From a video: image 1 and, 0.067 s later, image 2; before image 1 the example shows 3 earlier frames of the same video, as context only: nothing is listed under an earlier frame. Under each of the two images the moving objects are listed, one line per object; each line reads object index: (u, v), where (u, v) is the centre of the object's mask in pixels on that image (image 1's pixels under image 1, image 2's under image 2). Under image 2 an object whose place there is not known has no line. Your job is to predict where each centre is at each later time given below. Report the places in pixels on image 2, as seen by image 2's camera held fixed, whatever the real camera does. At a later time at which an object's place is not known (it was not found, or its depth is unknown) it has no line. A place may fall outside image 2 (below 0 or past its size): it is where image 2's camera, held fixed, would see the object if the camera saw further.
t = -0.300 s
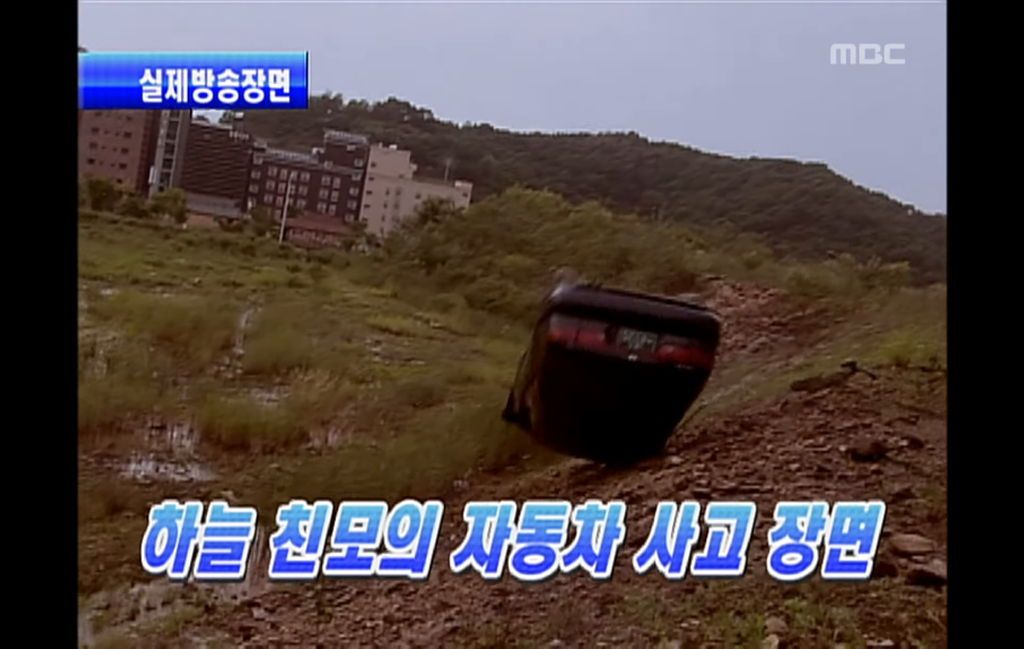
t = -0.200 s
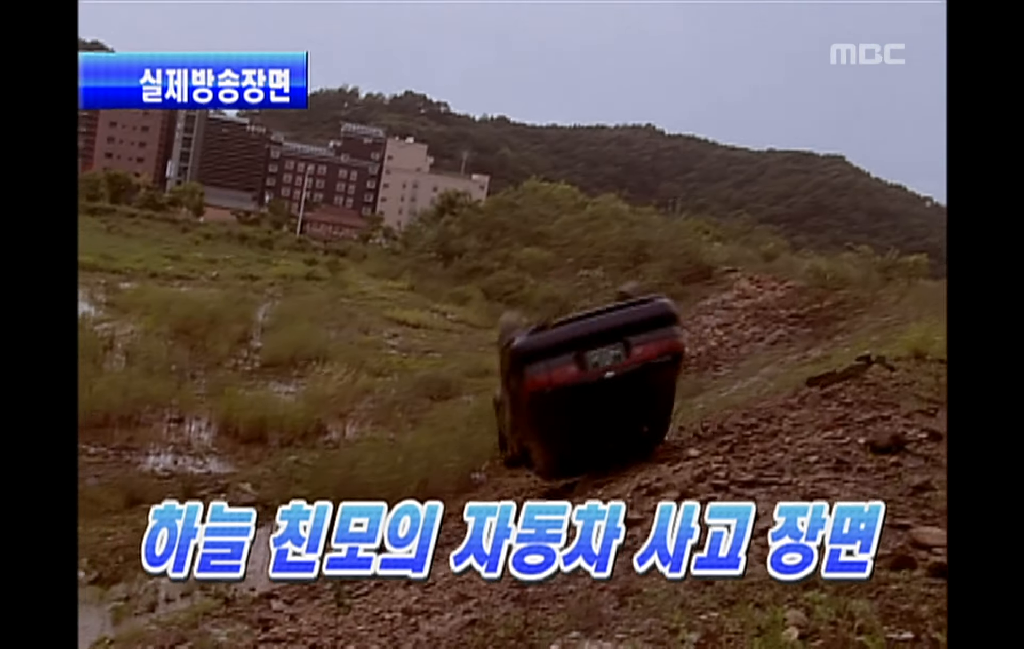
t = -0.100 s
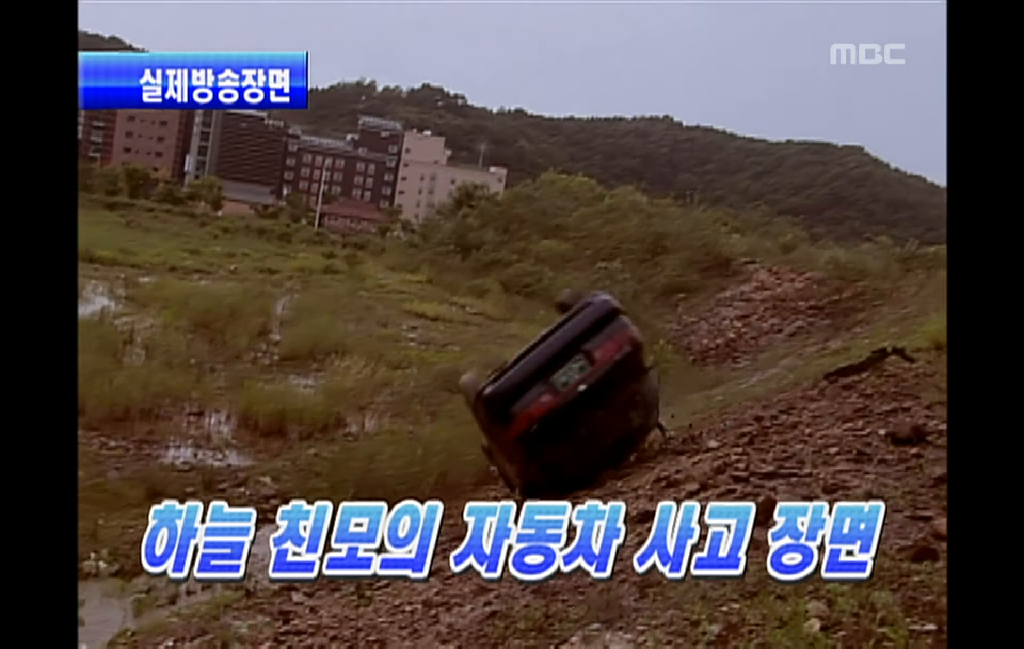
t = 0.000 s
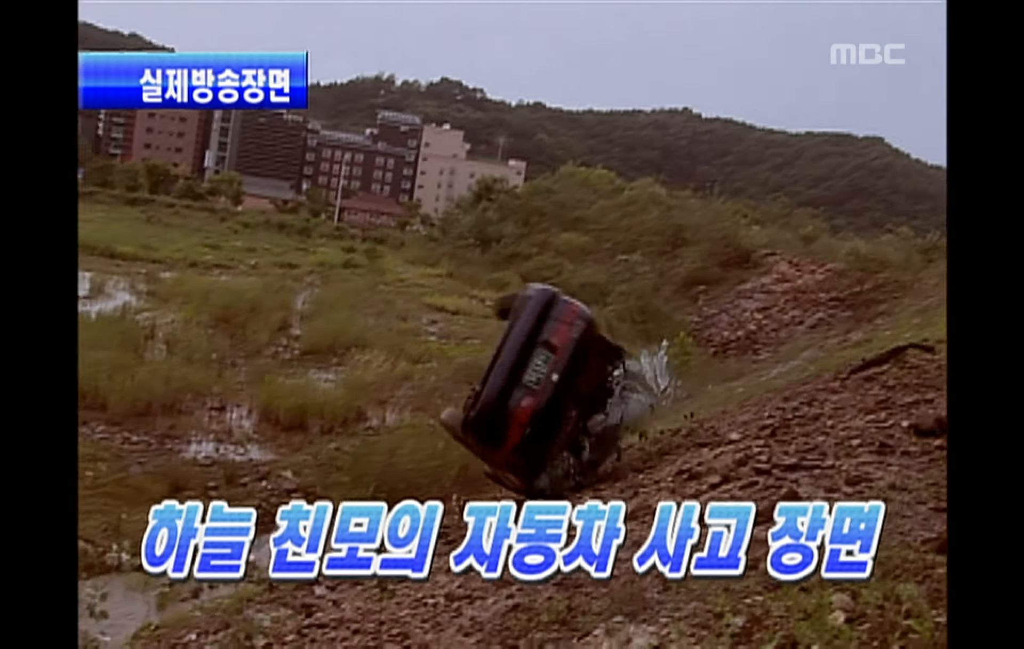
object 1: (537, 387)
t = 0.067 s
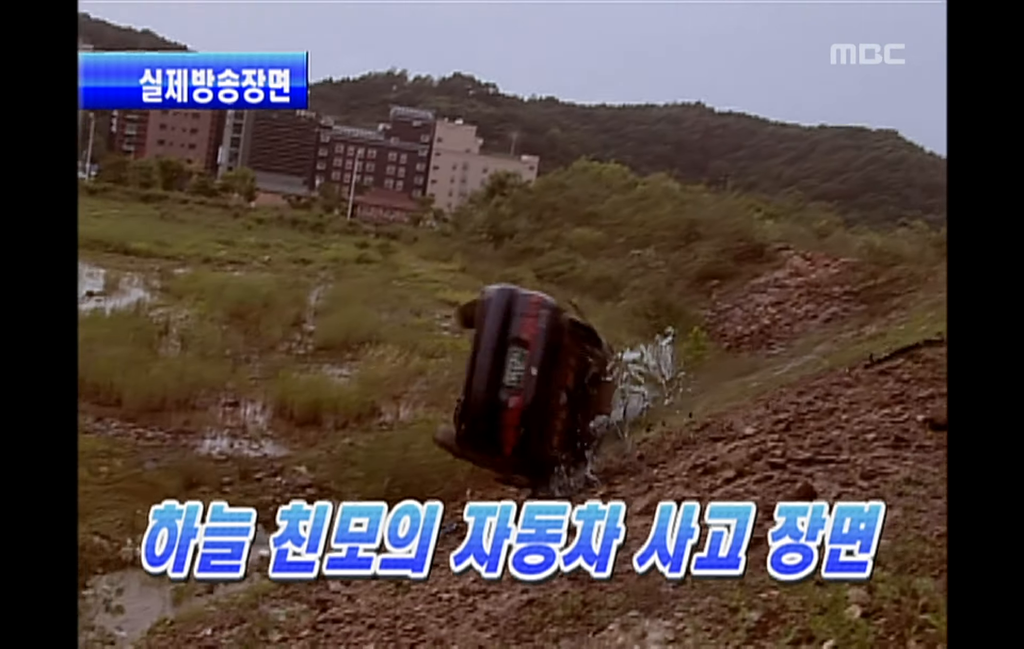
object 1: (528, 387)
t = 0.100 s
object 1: (516, 389)
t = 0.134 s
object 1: (502, 392)
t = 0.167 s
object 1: (489, 396)
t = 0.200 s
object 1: (473, 400)
